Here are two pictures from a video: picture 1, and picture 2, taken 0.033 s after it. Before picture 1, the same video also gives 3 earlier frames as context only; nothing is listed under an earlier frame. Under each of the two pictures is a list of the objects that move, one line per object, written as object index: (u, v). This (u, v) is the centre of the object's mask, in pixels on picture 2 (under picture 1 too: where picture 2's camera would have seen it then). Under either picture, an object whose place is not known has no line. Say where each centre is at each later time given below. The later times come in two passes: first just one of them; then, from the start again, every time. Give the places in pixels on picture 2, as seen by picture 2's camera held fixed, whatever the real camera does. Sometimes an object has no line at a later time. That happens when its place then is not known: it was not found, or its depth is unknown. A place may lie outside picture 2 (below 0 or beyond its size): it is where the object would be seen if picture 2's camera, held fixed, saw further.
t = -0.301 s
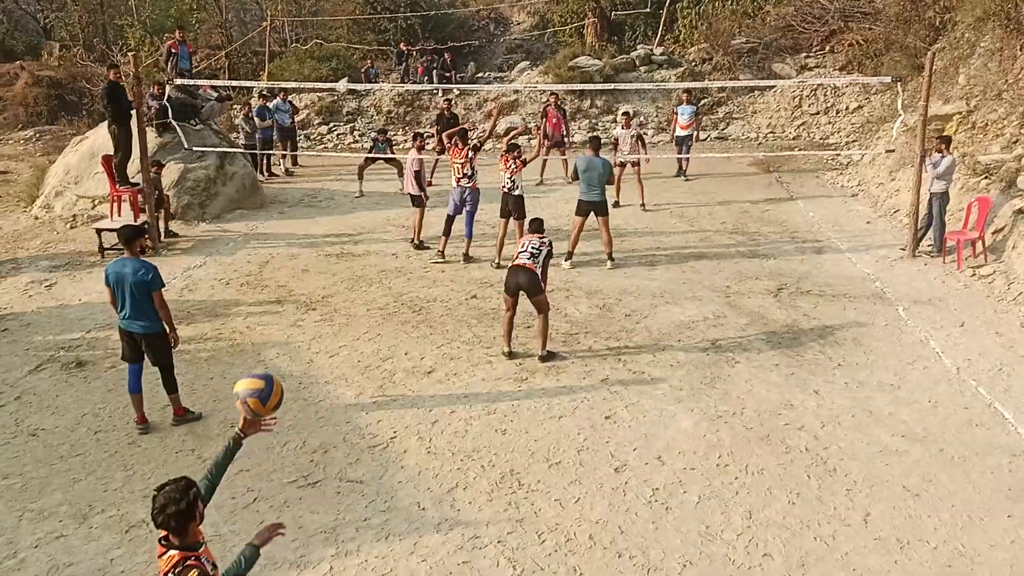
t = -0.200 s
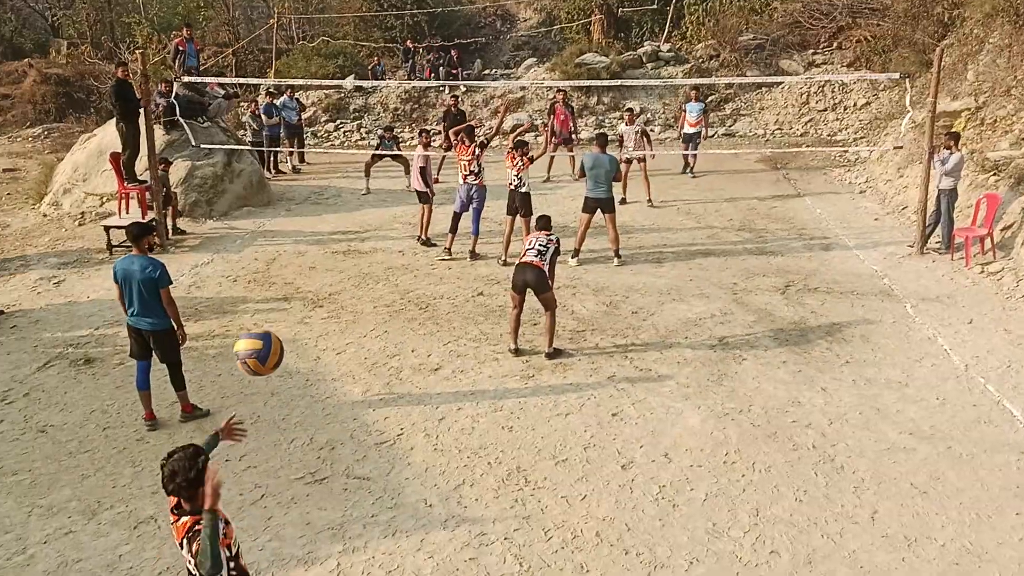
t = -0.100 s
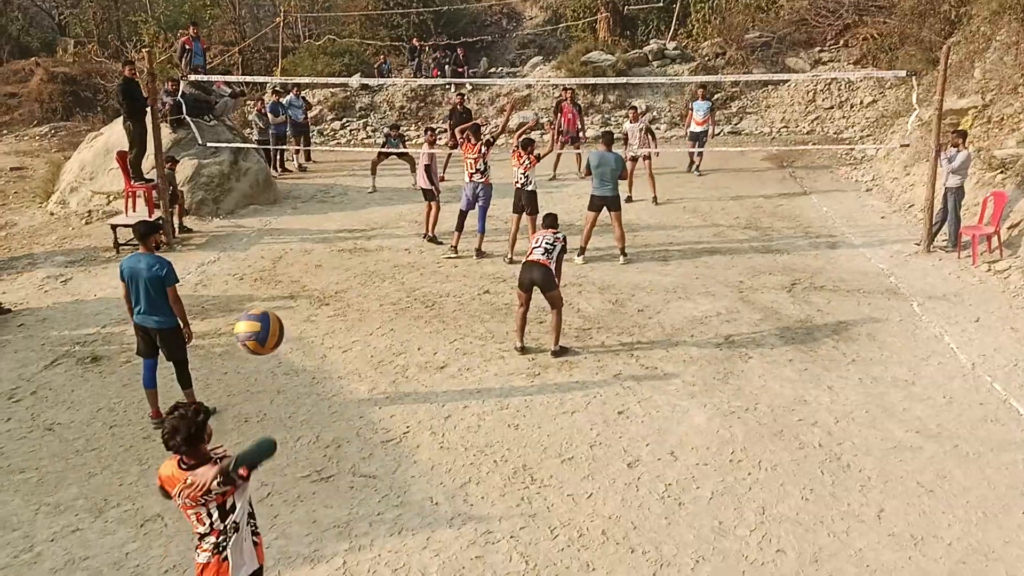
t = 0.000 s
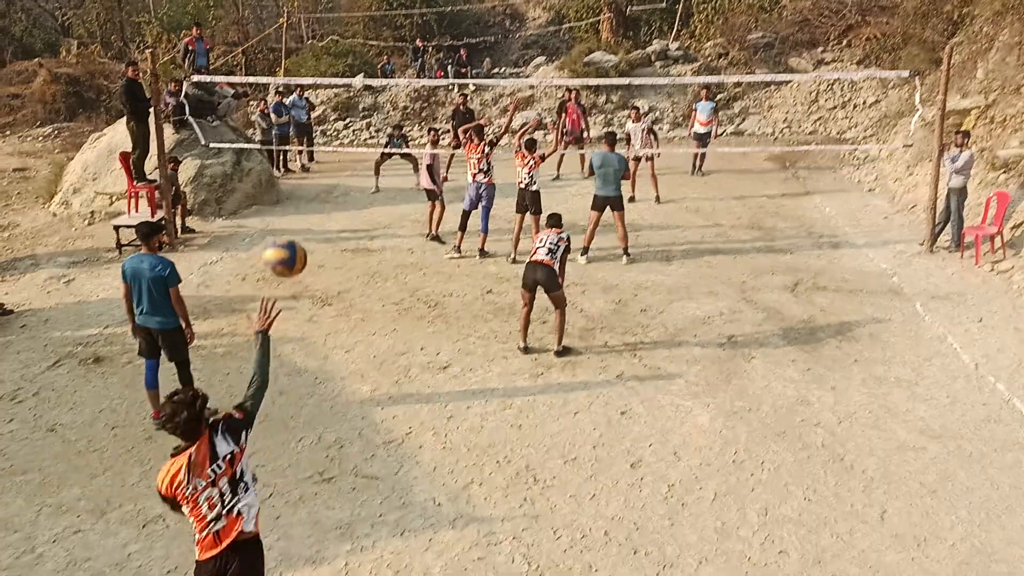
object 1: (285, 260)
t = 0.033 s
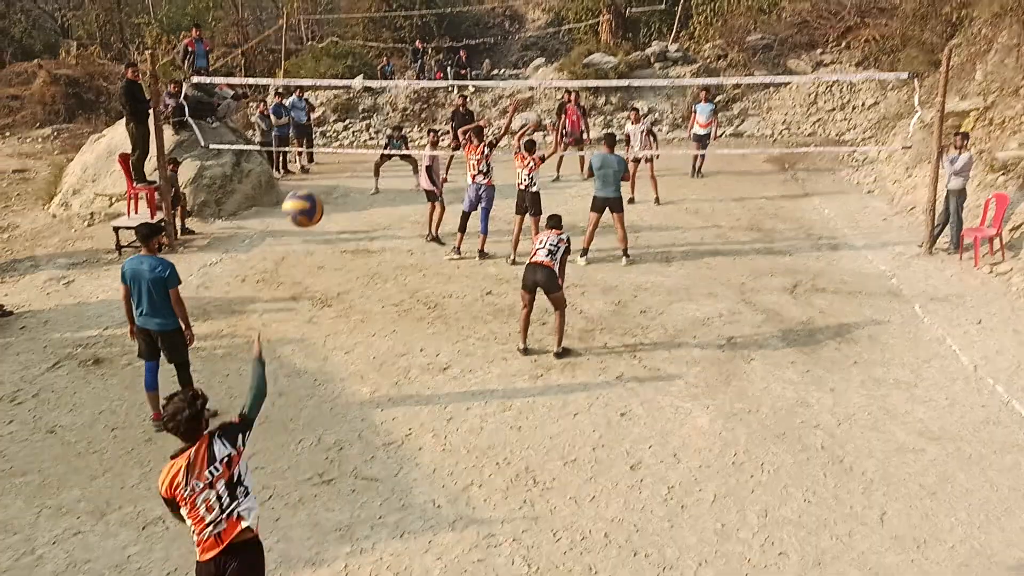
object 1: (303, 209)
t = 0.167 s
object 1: (350, 80)
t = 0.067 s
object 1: (318, 167)
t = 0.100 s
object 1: (330, 132)
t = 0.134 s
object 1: (342, 104)
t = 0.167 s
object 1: (350, 80)
